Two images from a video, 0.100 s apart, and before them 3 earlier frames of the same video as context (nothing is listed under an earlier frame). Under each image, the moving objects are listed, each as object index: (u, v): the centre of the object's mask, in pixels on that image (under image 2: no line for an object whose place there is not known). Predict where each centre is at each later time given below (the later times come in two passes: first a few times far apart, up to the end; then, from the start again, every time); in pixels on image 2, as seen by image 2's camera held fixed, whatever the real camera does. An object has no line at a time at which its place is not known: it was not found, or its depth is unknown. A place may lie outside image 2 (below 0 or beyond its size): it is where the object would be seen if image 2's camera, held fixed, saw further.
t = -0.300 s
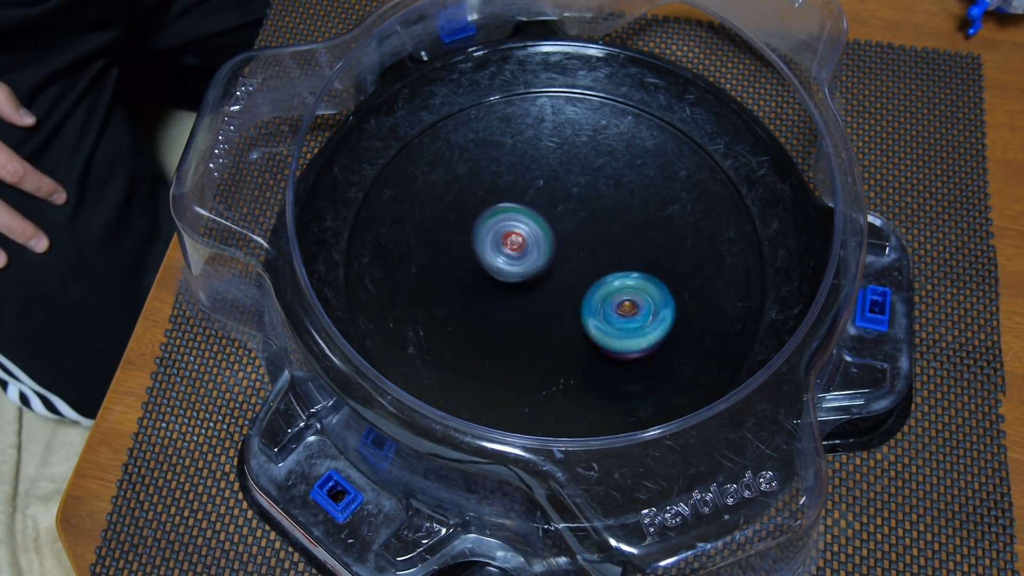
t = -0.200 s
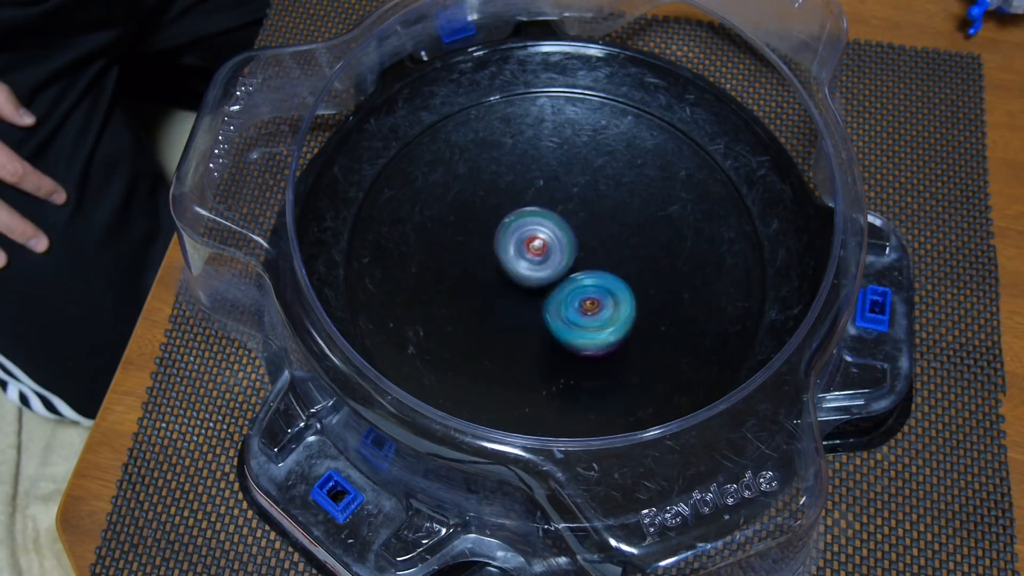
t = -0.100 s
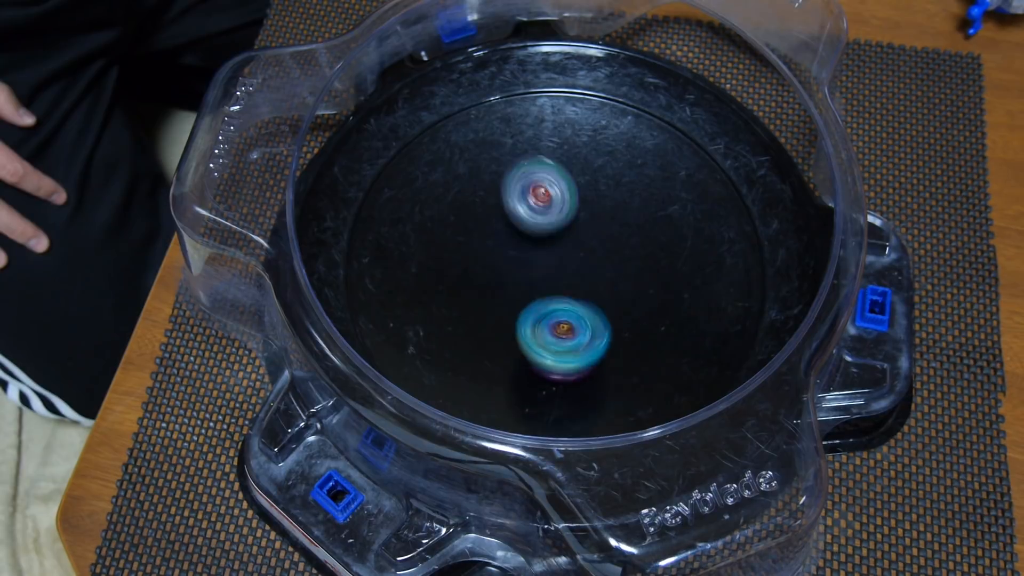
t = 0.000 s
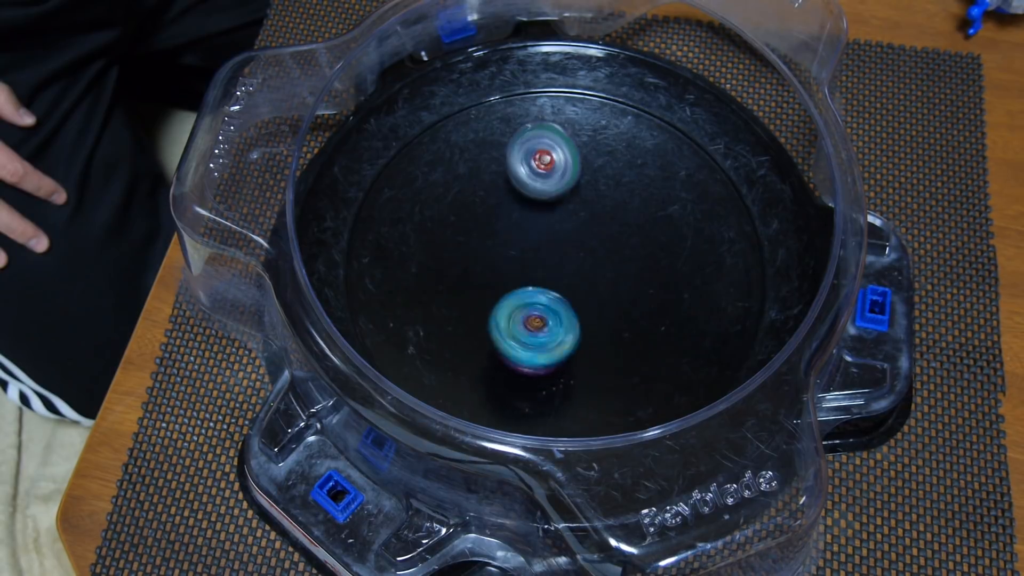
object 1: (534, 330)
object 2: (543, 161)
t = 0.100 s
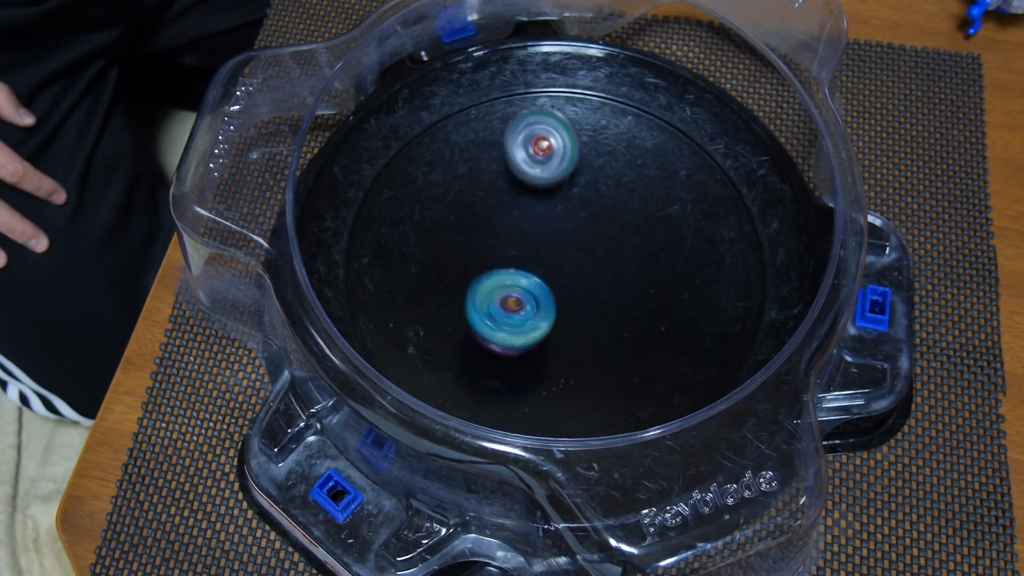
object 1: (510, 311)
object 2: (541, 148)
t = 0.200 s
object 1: (495, 287)
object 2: (538, 158)
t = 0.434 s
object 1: (477, 236)
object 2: (574, 195)
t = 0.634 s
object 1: (487, 211)
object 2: (640, 228)
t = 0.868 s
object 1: (540, 200)
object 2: (657, 275)
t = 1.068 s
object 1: (593, 205)
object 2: (617, 304)
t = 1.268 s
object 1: (632, 222)
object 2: (554, 321)
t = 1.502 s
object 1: (639, 255)
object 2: (500, 308)
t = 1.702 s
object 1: (611, 288)
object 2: (494, 277)
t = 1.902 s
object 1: (570, 311)
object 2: (521, 236)
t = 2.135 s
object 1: (532, 313)
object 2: (555, 195)
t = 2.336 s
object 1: (521, 282)
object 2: (578, 189)
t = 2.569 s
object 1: (501, 239)
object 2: (612, 222)
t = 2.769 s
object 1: (496, 232)
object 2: (633, 261)
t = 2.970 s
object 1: (535, 234)
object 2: (617, 295)
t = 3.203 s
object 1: (585, 208)
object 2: (573, 357)
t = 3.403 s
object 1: (603, 197)
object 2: (523, 364)
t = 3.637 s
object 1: (596, 228)
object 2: (490, 297)
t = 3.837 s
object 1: (582, 272)
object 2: (493, 214)
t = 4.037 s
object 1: (562, 304)
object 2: (528, 160)
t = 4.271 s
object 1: (548, 315)
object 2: (590, 168)
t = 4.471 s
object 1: (549, 286)
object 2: (635, 222)
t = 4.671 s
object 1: (550, 243)
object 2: (652, 291)
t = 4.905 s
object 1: (554, 204)
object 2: (605, 346)
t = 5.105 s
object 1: (557, 202)
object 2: (535, 339)
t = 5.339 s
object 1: (574, 238)
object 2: (479, 273)
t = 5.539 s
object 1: (592, 272)
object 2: (489, 210)
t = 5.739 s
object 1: (601, 295)
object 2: (540, 177)
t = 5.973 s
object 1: (590, 288)
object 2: (612, 196)
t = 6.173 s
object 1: (546, 268)
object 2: (655, 246)
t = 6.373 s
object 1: (515, 247)
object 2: (632, 299)
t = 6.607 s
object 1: (514, 213)
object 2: (545, 314)
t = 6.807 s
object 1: (541, 202)
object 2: (496, 275)
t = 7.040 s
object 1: (586, 219)
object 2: (495, 228)
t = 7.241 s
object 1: (605, 254)
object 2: (526, 211)
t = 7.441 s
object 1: (578, 290)
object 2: (543, 220)
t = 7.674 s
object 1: (490, 284)
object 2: (557, 226)
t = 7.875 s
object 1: (483, 227)
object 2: (557, 244)
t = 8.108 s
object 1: (565, 173)
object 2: (545, 273)
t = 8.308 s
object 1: (638, 193)
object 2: (535, 274)
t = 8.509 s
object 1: (649, 271)
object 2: (545, 262)
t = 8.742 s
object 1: (581, 345)
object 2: (570, 256)
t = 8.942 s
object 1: (510, 345)
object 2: (565, 261)
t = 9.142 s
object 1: (488, 285)
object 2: (563, 254)
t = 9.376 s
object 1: (511, 203)
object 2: (583, 267)
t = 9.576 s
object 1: (526, 186)
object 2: (580, 268)
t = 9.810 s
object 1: (528, 193)
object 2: (574, 265)
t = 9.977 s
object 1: (545, 196)
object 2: (563, 268)
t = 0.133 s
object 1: (503, 304)
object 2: (541, 149)
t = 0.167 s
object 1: (499, 296)
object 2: (540, 153)
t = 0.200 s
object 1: (495, 287)
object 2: (538, 158)
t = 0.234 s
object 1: (491, 278)
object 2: (538, 164)
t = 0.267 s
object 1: (489, 270)
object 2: (539, 171)
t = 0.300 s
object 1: (488, 261)
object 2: (540, 179)
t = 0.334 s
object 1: (487, 252)
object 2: (540, 187)
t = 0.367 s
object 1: (483, 247)
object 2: (547, 191)
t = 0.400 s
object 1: (480, 242)
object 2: (559, 192)
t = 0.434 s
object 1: (477, 236)
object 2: (574, 195)
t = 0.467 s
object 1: (475, 231)
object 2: (587, 200)
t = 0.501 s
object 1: (476, 228)
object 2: (599, 205)
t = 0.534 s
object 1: (477, 221)
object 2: (610, 210)
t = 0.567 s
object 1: (478, 217)
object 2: (620, 216)
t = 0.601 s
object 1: (481, 215)
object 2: (631, 221)
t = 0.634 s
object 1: (487, 211)
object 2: (640, 228)
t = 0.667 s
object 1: (491, 208)
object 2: (647, 236)
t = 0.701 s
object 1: (496, 207)
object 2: (652, 243)
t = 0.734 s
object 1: (505, 205)
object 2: (655, 250)
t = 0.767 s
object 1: (513, 203)
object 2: (658, 256)
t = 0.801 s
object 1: (520, 202)
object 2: (659, 262)
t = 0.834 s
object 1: (531, 202)
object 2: (659, 268)
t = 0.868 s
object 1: (540, 200)
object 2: (657, 275)
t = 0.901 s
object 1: (548, 200)
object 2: (653, 281)
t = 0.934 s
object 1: (558, 202)
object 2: (647, 287)
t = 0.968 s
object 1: (567, 202)
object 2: (641, 292)
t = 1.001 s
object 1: (576, 203)
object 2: (633, 296)
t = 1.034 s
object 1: (585, 205)
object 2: (625, 300)
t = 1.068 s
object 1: (593, 205)
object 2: (617, 304)
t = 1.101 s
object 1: (600, 207)
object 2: (607, 308)
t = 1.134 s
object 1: (608, 211)
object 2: (597, 312)
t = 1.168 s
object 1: (615, 213)
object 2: (586, 316)
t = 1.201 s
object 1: (621, 215)
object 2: (575, 318)
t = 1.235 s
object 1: (627, 220)
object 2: (564, 321)
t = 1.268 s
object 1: (632, 222)
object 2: (554, 321)
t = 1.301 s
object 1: (636, 226)
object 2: (544, 322)
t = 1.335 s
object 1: (639, 232)
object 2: (535, 321)
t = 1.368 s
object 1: (642, 235)
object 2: (526, 320)
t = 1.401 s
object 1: (643, 239)
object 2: (518, 318)
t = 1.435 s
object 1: (642, 246)
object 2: (511, 315)
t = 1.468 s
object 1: (642, 250)
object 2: (505, 312)
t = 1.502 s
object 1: (639, 255)
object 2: (500, 308)
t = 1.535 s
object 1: (635, 262)
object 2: (496, 304)
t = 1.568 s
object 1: (633, 267)
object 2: (493, 299)
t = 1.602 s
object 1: (628, 272)
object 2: (491, 294)
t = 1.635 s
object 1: (622, 279)
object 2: (491, 289)
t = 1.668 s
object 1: (618, 283)
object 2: (492, 283)
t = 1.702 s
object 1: (611, 288)
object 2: (494, 277)
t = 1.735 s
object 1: (604, 294)
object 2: (497, 270)
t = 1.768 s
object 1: (599, 298)
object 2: (501, 264)
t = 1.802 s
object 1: (591, 301)
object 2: (505, 258)
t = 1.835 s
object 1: (584, 306)
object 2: (510, 251)
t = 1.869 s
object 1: (578, 309)
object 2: (515, 244)
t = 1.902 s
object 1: (570, 311)
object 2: (521, 236)
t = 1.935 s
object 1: (563, 314)
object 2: (527, 230)
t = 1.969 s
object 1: (558, 315)
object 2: (532, 223)
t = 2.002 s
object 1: (551, 316)
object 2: (537, 217)
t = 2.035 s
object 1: (545, 318)
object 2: (542, 211)
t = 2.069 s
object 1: (541, 316)
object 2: (546, 205)
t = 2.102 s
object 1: (536, 314)
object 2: (551, 200)
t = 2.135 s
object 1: (532, 313)
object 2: (555, 195)
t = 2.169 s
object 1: (530, 308)
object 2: (559, 190)
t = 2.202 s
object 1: (526, 304)
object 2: (564, 187)
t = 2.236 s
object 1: (525, 301)
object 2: (568, 185)
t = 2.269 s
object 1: (523, 294)
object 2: (572, 185)
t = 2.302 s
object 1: (521, 288)
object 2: (575, 186)
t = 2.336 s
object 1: (521, 282)
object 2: (578, 189)
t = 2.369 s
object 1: (519, 274)
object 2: (580, 193)
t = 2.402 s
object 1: (517, 268)
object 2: (582, 198)
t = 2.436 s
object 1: (518, 260)
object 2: (585, 203)
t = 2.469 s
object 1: (516, 252)
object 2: (588, 209)
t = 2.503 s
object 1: (510, 248)
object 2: (597, 212)
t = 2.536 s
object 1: (506, 243)
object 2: (605, 216)
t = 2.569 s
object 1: (501, 239)
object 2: (612, 222)
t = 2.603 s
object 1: (498, 238)
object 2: (618, 228)
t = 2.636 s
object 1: (495, 235)
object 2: (624, 234)
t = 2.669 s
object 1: (492, 233)
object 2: (627, 241)
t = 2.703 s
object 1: (493, 233)
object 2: (631, 248)
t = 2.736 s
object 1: (495, 232)
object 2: (632, 254)
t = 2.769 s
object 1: (496, 232)
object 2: (633, 261)
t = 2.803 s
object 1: (502, 232)
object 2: (633, 268)
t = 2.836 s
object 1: (507, 232)
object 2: (632, 274)
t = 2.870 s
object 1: (514, 234)
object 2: (629, 280)
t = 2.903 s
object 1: (520, 233)
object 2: (626, 285)
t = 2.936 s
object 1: (526, 234)
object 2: (622, 291)
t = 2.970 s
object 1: (535, 234)
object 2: (617, 295)
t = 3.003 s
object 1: (543, 233)
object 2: (611, 298)
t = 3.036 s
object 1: (552, 235)
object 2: (605, 301)
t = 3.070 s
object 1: (560, 231)
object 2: (598, 308)
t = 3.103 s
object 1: (567, 222)
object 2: (593, 324)
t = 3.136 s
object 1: (575, 216)
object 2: (586, 338)
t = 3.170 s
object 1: (580, 211)
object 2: (580, 349)
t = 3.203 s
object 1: (585, 208)
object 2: (573, 357)
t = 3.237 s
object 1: (589, 204)
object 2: (565, 364)
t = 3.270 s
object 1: (593, 201)
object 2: (556, 368)
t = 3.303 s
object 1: (598, 199)
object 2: (547, 370)
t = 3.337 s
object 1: (599, 197)
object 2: (539, 371)
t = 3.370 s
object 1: (602, 197)
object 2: (531, 368)
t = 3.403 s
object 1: (603, 197)
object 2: (523, 364)
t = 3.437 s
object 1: (603, 201)
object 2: (517, 359)
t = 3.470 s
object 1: (604, 202)
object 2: (510, 352)
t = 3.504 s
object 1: (601, 206)
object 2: (506, 344)
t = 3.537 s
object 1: (601, 210)
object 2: (500, 333)
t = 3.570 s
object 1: (599, 215)
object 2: (496, 322)
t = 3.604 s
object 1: (598, 222)
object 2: (493, 310)
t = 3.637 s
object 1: (596, 228)
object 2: (490, 297)
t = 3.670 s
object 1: (594, 237)
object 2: (488, 284)
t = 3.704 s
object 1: (592, 244)
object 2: (488, 270)
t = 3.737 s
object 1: (588, 252)
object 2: (488, 256)
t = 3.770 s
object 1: (587, 258)
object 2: (489, 241)
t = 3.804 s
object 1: (584, 265)
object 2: (490, 227)
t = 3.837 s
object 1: (582, 272)
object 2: (493, 214)
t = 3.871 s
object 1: (579, 278)
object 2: (497, 203)
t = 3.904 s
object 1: (576, 285)
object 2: (502, 193)
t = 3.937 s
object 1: (573, 290)
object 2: (508, 182)
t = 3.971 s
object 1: (569, 295)
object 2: (514, 173)
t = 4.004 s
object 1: (566, 299)
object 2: (521, 166)
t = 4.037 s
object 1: (562, 304)
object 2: (528, 160)
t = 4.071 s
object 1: (561, 308)
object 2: (536, 157)
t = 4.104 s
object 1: (557, 311)
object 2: (545, 154)
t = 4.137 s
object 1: (554, 315)
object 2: (554, 154)
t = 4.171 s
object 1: (553, 315)
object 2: (563, 155)
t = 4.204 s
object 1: (550, 316)
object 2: (571, 157)
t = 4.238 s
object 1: (550, 316)
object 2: (580, 162)
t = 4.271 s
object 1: (548, 315)
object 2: (590, 168)
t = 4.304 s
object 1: (549, 313)
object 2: (599, 174)
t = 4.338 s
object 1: (548, 308)
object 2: (607, 181)
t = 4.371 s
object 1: (549, 305)
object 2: (614, 190)
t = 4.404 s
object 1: (549, 299)
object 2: (621, 200)
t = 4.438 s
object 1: (549, 295)
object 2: (628, 211)
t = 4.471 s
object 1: (549, 286)
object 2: (635, 222)
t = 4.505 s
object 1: (548, 280)
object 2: (640, 232)
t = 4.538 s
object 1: (549, 271)
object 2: (645, 244)
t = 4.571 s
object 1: (548, 264)
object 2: (648, 257)
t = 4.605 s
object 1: (549, 256)
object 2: (651, 269)
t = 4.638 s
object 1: (549, 249)
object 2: (652, 280)
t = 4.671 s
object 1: (550, 243)
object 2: (652, 291)
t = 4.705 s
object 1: (550, 236)
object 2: (649, 302)
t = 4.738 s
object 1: (551, 231)
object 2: (645, 312)
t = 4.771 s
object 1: (551, 224)
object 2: (640, 321)
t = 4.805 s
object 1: (552, 220)
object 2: (634, 329)
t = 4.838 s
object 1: (552, 213)
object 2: (625, 335)
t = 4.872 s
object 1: (552, 210)
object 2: (615, 341)
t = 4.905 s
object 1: (554, 204)
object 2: (605, 346)
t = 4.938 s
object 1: (553, 202)
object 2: (595, 348)
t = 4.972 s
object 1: (555, 199)
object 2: (582, 349)
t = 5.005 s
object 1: (555, 198)
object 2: (570, 349)
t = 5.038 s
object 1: (556, 198)
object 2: (558, 347)
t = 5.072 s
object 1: (556, 198)
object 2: (546, 344)
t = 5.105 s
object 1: (557, 202)
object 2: (535, 339)
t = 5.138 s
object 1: (558, 204)
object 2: (523, 332)
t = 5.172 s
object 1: (560, 210)
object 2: (512, 325)
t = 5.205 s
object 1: (561, 214)
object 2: (504, 316)
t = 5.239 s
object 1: (565, 221)
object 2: (495, 306)
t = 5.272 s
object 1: (567, 225)
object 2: (488, 296)
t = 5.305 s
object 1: (571, 233)
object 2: (483, 285)
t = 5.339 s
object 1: (574, 238)
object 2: (479, 273)
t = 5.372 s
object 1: (576, 245)
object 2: (476, 261)
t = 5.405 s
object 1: (580, 250)
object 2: (476, 251)
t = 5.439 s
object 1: (583, 257)
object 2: (477, 239)
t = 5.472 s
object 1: (586, 261)
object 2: (479, 228)
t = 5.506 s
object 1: (589, 267)
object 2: (483, 218)
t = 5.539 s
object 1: (592, 272)
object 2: (489, 210)
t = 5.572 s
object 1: (593, 277)
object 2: (495, 201)
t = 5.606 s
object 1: (597, 281)
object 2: (502, 194)
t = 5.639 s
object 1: (598, 285)
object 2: (510, 189)
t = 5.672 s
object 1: (600, 289)
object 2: (520, 183)
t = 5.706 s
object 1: (600, 292)
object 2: (530, 179)
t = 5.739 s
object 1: (601, 295)
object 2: (540, 177)
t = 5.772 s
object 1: (601, 295)
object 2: (552, 176)
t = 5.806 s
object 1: (601, 297)
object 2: (563, 176)
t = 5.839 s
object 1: (599, 295)
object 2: (573, 178)
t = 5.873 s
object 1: (598, 297)
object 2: (584, 181)
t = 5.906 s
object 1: (596, 293)
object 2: (594, 184)
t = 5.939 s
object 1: (593, 293)
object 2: (603, 189)
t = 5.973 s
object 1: (590, 288)
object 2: (612, 196)
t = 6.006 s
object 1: (586, 287)
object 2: (620, 203)
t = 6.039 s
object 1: (582, 282)
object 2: (626, 211)
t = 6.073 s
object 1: (578, 280)
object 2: (632, 221)
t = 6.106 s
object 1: (570, 274)
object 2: (638, 230)
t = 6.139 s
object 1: (557, 272)
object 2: (648, 236)
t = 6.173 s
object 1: (546, 268)
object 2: (655, 246)
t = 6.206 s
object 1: (539, 266)
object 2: (659, 255)
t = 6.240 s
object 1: (532, 263)
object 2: (659, 263)
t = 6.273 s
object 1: (527, 260)
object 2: (655, 274)
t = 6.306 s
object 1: (522, 256)
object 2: (651, 283)
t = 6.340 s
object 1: (518, 252)
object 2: (642, 290)
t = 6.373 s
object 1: (515, 247)
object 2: (632, 299)
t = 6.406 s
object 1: (513, 242)
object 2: (622, 305)
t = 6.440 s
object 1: (511, 237)
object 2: (610, 311)
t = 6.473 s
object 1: (509, 232)
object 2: (598, 314)
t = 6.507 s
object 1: (509, 227)
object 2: (585, 316)
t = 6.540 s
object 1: (510, 221)
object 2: (571, 318)
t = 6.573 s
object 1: (511, 217)
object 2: (559, 317)
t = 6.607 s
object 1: (514, 213)
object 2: (545, 314)
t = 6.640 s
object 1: (516, 211)
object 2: (534, 311)
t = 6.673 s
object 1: (521, 206)
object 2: (523, 305)
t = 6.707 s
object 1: (525, 205)
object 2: (512, 299)
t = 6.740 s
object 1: (530, 202)
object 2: (506, 292)
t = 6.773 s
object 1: (536, 202)
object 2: (499, 283)
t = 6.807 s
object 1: (541, 202)
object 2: (496, 275)
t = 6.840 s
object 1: (547, 203)
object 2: (494, 266)
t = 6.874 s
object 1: (553, 204)
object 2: (493, 257)
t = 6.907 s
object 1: (561, 205)
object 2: (493, 250)
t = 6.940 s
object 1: (567, 207)
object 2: (493, 243)
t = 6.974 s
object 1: (577, 211)
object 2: (492, 238)
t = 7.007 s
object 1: (583, 216)
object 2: (492, 231)
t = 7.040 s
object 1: (586, 219)
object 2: (495, 228)
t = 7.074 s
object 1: (591, 223)
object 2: (502, 222)
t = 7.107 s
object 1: (594, 228)
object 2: (507, 219)
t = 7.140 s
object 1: (600, 235)
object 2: (512, 216)
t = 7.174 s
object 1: (601, 241)
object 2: (516, 215)
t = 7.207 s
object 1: (603, 247)
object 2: (524, 214)
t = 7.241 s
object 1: (605, 254)
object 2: (526, 211)
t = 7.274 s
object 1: (606, 263)
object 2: (527, 211)
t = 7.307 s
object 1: (604, 271)
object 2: (528, 212)
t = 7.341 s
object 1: (599, 275)
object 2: (533, 214)
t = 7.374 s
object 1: (594, 282)
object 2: (534, 217)
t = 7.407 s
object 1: (587, 285)
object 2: (539, 221)
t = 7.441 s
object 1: (578, 290)
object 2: (543, 220)
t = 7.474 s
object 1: (564, 295)
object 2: (544, 219)
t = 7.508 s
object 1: (550, 297)
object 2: (546, 218)
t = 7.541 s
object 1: (536, 300)
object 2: (553, 218)
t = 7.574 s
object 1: (520, 298)
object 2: (555, 218)
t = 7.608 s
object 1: (508, 294)
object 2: (559, 220)
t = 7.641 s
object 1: (498, 291)
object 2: (557, 224)
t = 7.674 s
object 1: (490, 284)
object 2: (557, 226)
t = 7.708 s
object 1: (485, 277)
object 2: (555, 229)
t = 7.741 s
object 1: (481, 272)
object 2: (555, 228)
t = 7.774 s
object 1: (480, 263)
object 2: (554, 231)
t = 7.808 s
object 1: (480, 254)
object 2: (555, 234)
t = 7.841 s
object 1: (480, 243)
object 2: (558, 240)
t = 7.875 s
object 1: (483, 227)
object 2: (557, 244)
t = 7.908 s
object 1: (489, 216)
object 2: (557, 247)
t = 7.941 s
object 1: (497, 205)
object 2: (554, 253)
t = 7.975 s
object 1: (508, 195)
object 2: (552, 259)
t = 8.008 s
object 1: (522, 186)
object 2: (549, 263)
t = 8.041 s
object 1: (535, 182)
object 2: (548, 265)
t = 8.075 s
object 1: (551, 177)
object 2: (548, 269)
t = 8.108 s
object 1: (565, 173)
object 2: (545, 273)
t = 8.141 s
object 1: (580, 171)
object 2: (544, 276)
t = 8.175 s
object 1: (593, 172)
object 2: (539, 278)
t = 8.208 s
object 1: (606, 175)
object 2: (537, 278)
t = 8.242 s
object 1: (618, 180)
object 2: (536, 278)
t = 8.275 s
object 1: (629, 185)
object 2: (533, 276)
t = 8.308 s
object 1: (638, 193)
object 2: (535, 274)
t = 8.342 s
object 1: (644, 205)
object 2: (534, 271)
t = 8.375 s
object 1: (648, 216)
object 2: (536, 268)
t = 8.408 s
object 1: (652, 228)
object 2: (538, 268)
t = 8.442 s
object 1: (654, 241)
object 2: (538, 265)
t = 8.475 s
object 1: (654, 258)
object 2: (543, 262)
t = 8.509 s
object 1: (649, 271)
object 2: (545, 262)
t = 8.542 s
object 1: (643, 285)
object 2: (549, 258)
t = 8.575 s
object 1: (636, 298)
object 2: (555, 259)
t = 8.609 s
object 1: (630, 311)
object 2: (555, 259)
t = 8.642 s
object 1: (618, 323)
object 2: (561, 258)
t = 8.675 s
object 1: (607, 332)
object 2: (564, 257)
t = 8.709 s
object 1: (593, 339)
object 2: (567, 254)
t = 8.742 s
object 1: (581, 345)
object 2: (570, 256)
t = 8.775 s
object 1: (568, 351)
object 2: (568, 260)
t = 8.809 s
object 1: (554, 352)
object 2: (567, 259)
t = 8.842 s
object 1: (543, 352)
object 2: (567, 260)
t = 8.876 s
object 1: (530, 351)
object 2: (565, 260)
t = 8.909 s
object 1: (520, 347)
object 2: (566, 259)
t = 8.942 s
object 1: (510, 345)
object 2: (565, 261)
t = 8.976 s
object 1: (499, 336)
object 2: (564, 260)
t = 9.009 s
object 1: (495, 326)
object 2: (565, 258)
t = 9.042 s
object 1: (491, 318)
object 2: (563, 258)
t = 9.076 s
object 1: (489, 306)
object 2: (563, 256)
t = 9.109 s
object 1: (489, 294)
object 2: (566, 256)
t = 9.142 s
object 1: (488, 285)
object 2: (563, 254)
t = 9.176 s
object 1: (492, 271)
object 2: (565, 252)
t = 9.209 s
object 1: (495, 259)
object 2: (569, 254)
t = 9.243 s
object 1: (498, 246)
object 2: (574, 255)
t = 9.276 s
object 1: (500, 232)
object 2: (581, 261)
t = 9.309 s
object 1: (503, 219)
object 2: (582, 266)
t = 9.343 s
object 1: (508, 210)
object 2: (582, 266)
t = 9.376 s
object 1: (511, 203)
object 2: (583, 267)
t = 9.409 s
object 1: (513, 196)
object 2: (583, 269)
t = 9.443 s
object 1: (515, 190)
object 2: (583, 269)
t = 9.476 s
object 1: (519, 187)
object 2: (584, 269)
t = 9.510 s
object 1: (523, 185)
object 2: (583, 270)
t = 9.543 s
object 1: (526, 185)
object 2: (582, 268)
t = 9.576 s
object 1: (526, 186)
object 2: (580, 268)
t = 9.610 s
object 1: (525, 187)
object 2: (577, 268)
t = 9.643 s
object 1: (524, 189)
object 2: (576, 267)
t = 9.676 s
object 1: (524, 190)
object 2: (575, 262)
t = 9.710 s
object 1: (525, 191)
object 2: (572, 261)
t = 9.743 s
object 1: (526, 191)
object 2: (572, 260)
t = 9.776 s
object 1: (527, 192)
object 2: (574, 263)
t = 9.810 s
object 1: (528, 193)
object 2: (574, 265)
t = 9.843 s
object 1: (530, 193)
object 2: (572, 266)
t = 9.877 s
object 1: (532, 193)
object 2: (571, 266)
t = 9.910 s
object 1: (535, 194)
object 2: (570, 266)
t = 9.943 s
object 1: (540, 195)
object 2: (568, 267)
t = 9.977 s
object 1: (545, 196)
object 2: (563, 268)
